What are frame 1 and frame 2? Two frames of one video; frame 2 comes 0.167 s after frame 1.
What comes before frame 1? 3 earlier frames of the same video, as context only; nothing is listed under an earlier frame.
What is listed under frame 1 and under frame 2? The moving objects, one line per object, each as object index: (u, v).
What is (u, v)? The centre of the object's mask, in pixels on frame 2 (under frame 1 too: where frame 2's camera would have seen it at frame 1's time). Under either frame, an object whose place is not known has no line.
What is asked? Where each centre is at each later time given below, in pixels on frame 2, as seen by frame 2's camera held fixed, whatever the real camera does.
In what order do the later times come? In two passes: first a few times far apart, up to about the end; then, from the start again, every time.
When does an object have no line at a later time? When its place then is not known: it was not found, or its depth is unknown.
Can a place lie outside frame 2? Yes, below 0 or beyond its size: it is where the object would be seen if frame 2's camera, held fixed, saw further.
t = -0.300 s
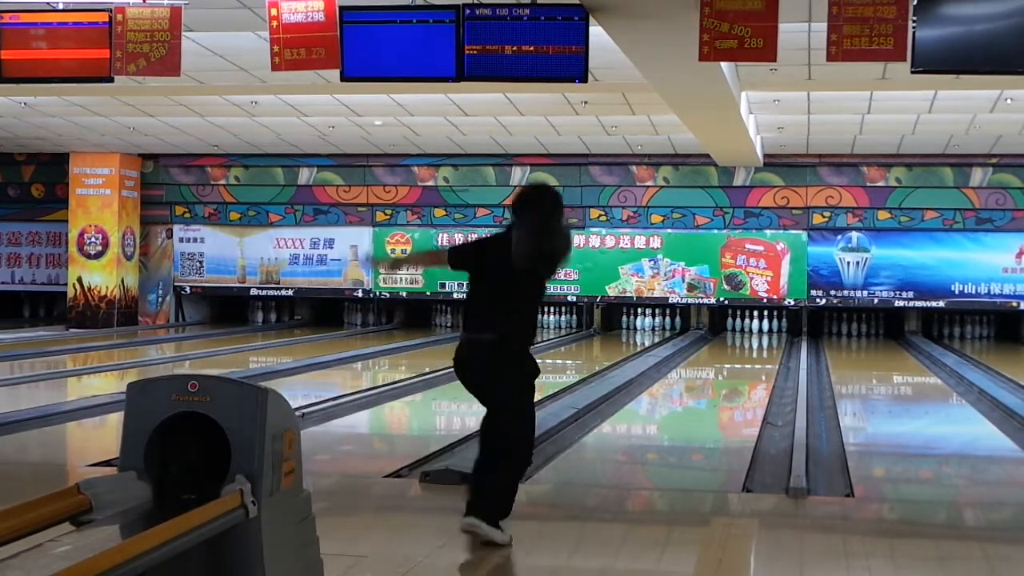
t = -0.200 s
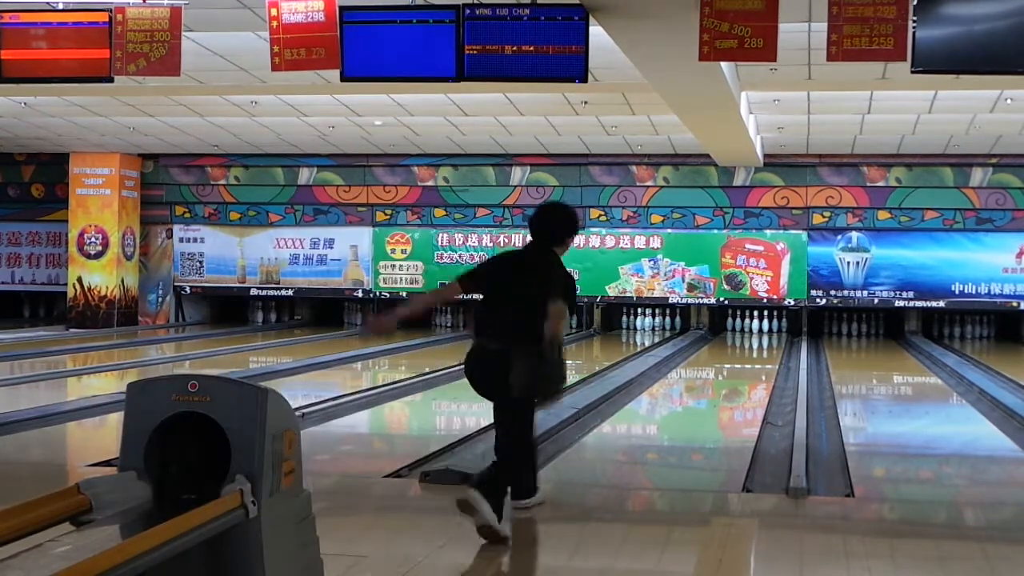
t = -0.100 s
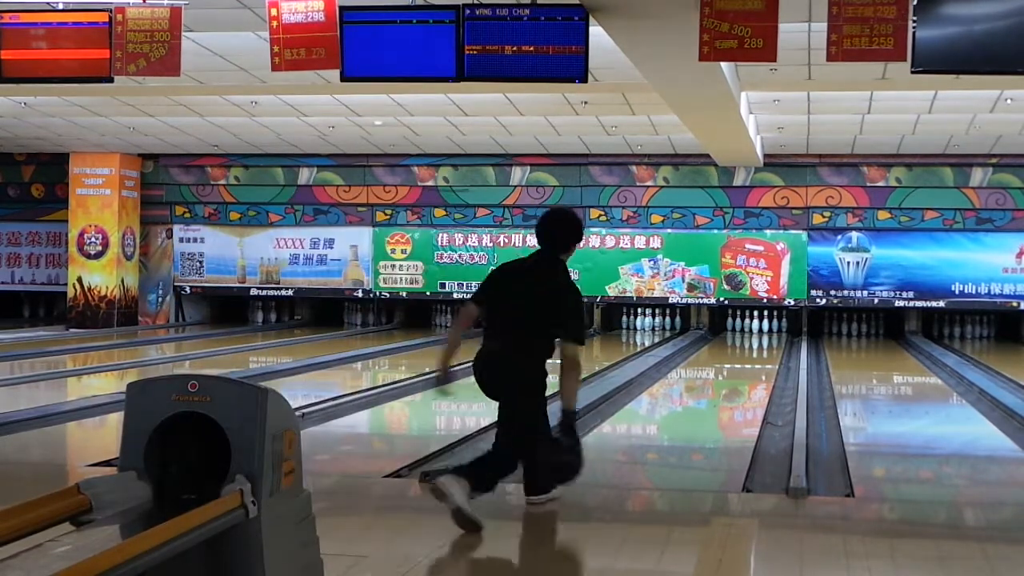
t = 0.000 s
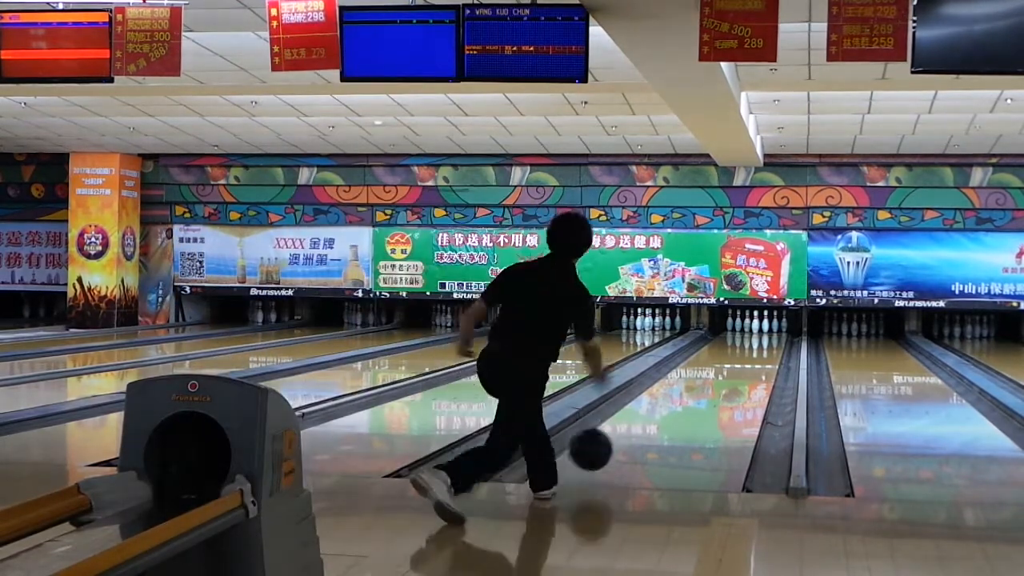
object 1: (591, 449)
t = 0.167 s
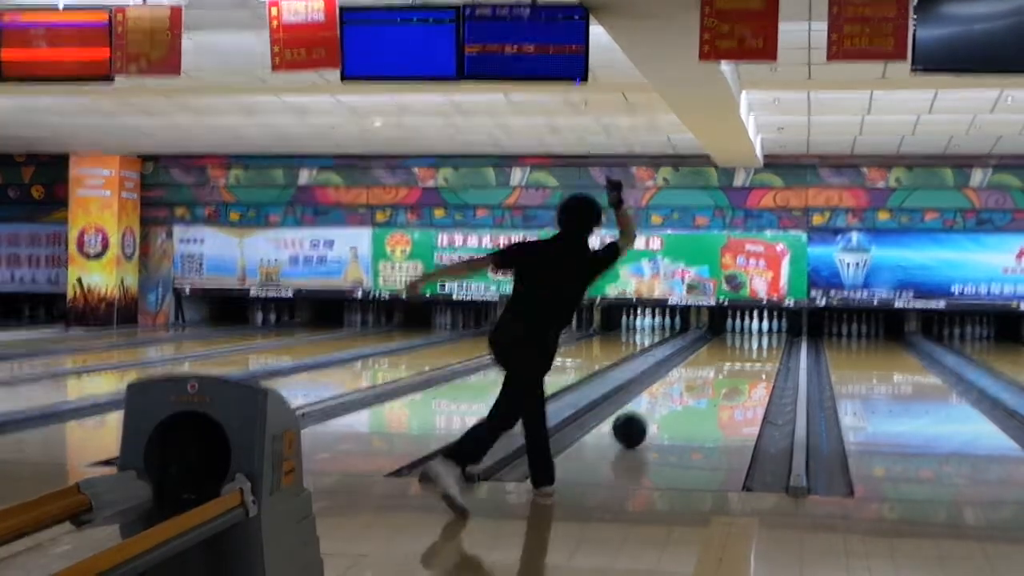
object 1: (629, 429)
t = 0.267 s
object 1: (647, 415)
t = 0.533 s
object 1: (680, 387)
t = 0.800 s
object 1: (703, 368)
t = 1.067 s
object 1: (718, 355)
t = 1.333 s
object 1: (730, 344)
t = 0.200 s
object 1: (635, 426)
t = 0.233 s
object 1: (642, 419)
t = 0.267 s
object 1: (647, 415)
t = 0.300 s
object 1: (651, 412)
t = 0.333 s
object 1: (657, 406)
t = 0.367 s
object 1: (661, 403)
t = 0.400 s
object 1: (665, 400)
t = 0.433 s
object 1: (670, 396)
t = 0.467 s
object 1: (673, 393)
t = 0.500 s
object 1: (677, 390)
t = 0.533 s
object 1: (680, 387)
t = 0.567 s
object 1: (684, 384)
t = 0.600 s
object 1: (686, 382)
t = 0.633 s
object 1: (690, 379)
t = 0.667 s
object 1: (692, 377)
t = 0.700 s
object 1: (695, 374)
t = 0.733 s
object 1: (698, 372)
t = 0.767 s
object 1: (700, 370)
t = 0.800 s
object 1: (703, 368)
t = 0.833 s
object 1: (705, 366)
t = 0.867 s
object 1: (707, 364)
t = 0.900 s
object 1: (709, 363)
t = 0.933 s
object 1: (711, 361)
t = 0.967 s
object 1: (713, 359)
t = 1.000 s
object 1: (715, 358)
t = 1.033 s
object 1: (716, 356)
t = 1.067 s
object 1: (718, 355)
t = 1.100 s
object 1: (720, 354)
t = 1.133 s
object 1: (721, 353)
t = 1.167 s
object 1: (723, 351)
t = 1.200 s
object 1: (725, 349)
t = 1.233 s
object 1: (726, 348)
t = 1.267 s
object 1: (727, 347)
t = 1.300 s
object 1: (729, 345)
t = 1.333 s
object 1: (730, 344)
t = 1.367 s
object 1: (731, 343)
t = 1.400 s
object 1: (732, 342)
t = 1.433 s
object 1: (734, 341)
